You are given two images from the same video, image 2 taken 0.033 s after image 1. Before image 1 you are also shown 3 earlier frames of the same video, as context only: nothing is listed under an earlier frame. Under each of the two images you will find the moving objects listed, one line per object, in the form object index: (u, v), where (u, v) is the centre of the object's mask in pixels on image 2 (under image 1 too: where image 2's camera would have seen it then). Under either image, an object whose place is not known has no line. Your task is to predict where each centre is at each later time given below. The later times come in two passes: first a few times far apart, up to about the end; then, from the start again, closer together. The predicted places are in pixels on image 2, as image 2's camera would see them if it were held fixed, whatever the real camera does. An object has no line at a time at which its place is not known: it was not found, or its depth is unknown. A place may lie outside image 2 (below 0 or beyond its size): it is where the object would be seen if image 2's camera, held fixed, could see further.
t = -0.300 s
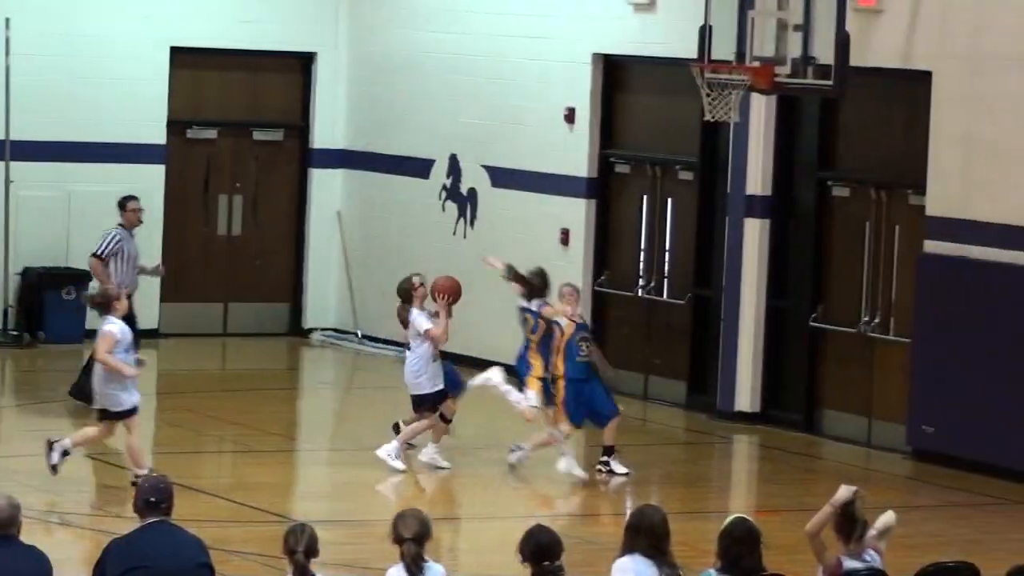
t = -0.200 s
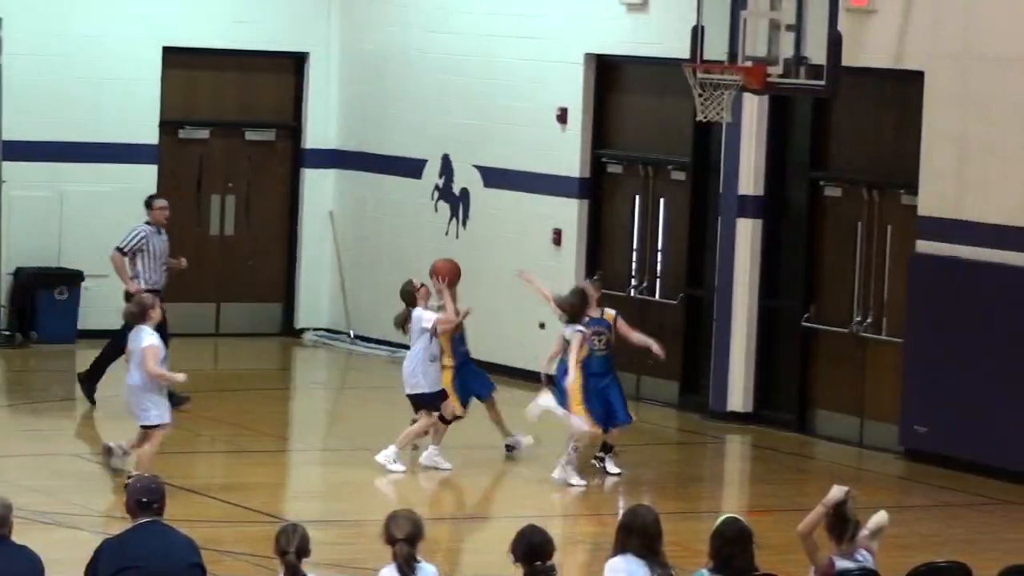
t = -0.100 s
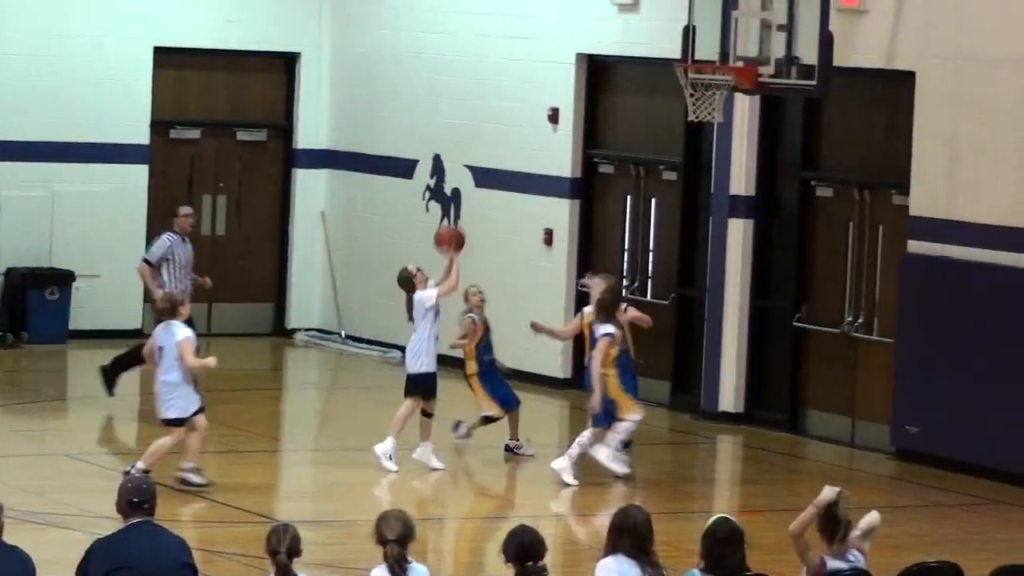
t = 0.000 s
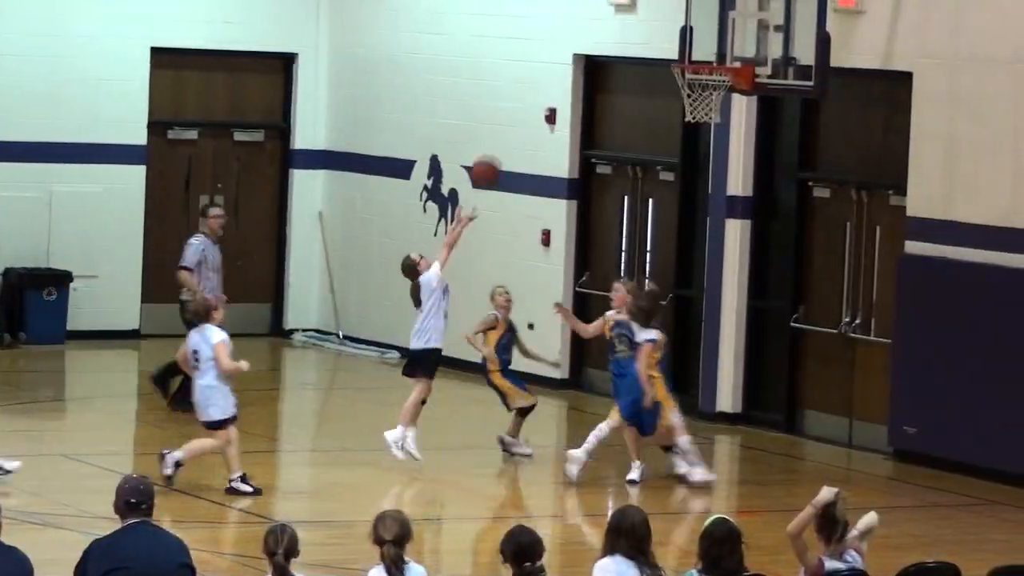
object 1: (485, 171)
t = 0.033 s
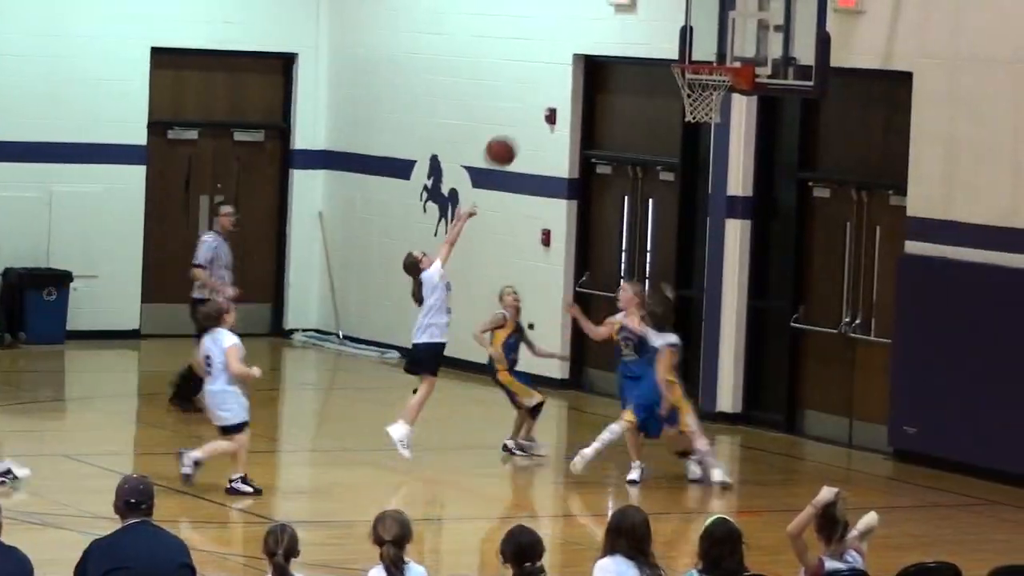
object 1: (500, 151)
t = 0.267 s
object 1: (597, 48)
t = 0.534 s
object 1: (701, 15)
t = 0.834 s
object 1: (711, 44)
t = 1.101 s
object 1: (643, 69)
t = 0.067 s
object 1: (515, 132)
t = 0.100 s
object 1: (528, 114)
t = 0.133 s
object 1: (543, 98)
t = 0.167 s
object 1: (557, 82)
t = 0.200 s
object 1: (571, 69)
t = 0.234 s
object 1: (584, 58)
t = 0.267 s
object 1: (597, 48)
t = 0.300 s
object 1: (611, 38)
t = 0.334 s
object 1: (624, 30)
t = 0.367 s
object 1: (637, 24)
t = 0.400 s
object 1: (650, 19)
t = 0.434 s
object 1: (663, 16)
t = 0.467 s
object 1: (675, 14)
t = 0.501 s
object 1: (688, 14)
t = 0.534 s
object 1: (701, 15)
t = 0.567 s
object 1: (713, 18)
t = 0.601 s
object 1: (725, 23)
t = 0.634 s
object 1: (738, 28)
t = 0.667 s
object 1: (748, 35)
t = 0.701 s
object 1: (741, 40)
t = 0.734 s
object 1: (735, 48)
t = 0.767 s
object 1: (727, 51)
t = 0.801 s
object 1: (718, 47)
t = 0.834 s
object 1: (711, 44)
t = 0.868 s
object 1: (702, 41)
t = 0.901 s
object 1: (693, 41)
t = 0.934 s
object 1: (685, 42)
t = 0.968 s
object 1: (676, 45)
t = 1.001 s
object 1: (668, 49)
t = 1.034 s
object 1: (659, 53)
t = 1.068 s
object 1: (650, 59)
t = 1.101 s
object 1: (643, 69)
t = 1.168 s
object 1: (626, 89)
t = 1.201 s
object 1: (613, 104)
